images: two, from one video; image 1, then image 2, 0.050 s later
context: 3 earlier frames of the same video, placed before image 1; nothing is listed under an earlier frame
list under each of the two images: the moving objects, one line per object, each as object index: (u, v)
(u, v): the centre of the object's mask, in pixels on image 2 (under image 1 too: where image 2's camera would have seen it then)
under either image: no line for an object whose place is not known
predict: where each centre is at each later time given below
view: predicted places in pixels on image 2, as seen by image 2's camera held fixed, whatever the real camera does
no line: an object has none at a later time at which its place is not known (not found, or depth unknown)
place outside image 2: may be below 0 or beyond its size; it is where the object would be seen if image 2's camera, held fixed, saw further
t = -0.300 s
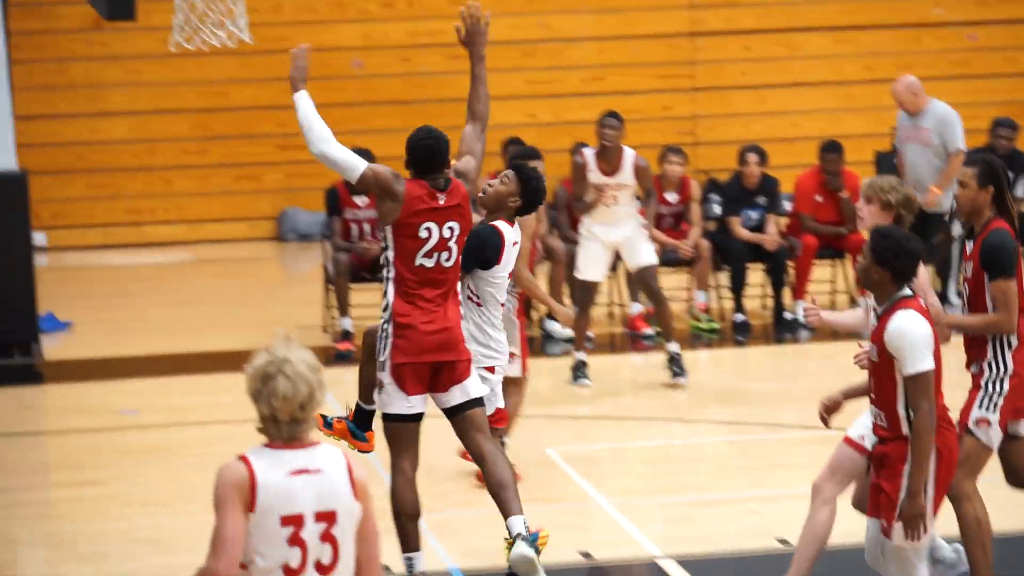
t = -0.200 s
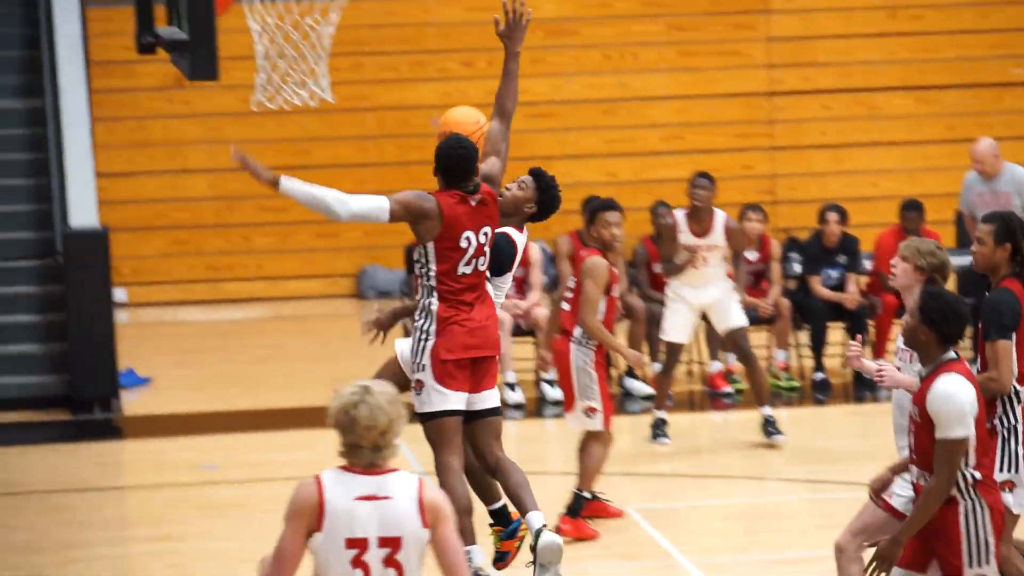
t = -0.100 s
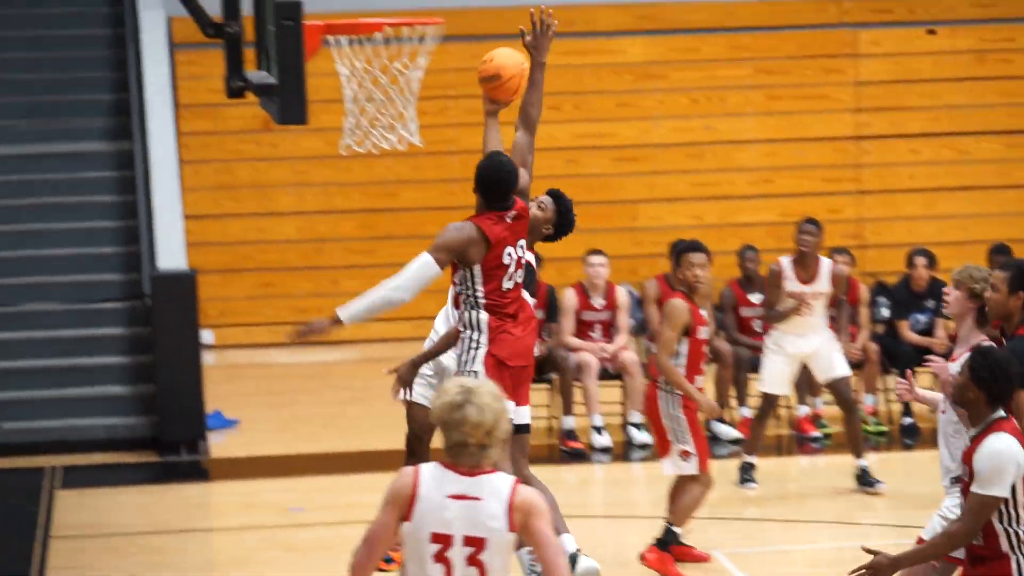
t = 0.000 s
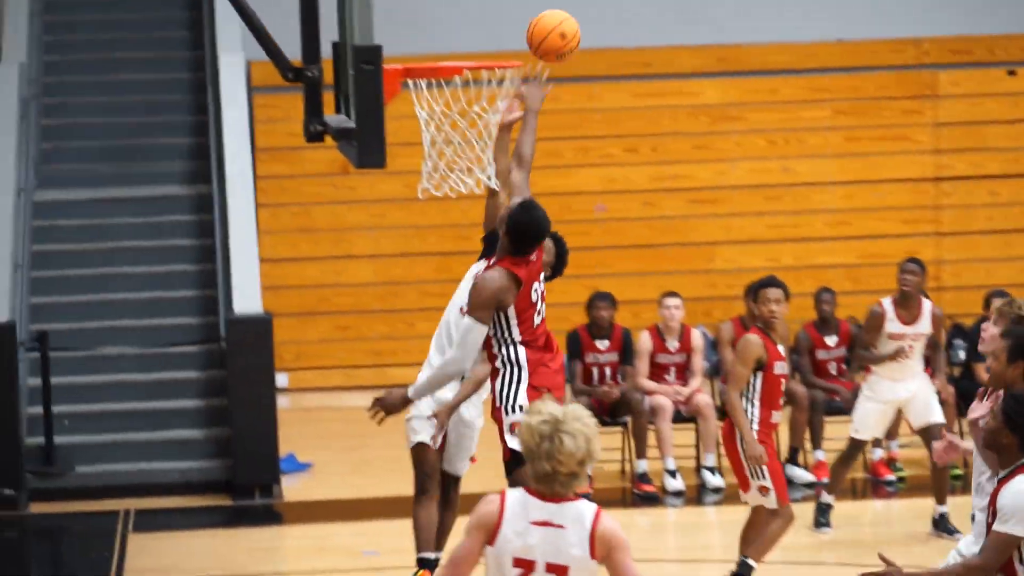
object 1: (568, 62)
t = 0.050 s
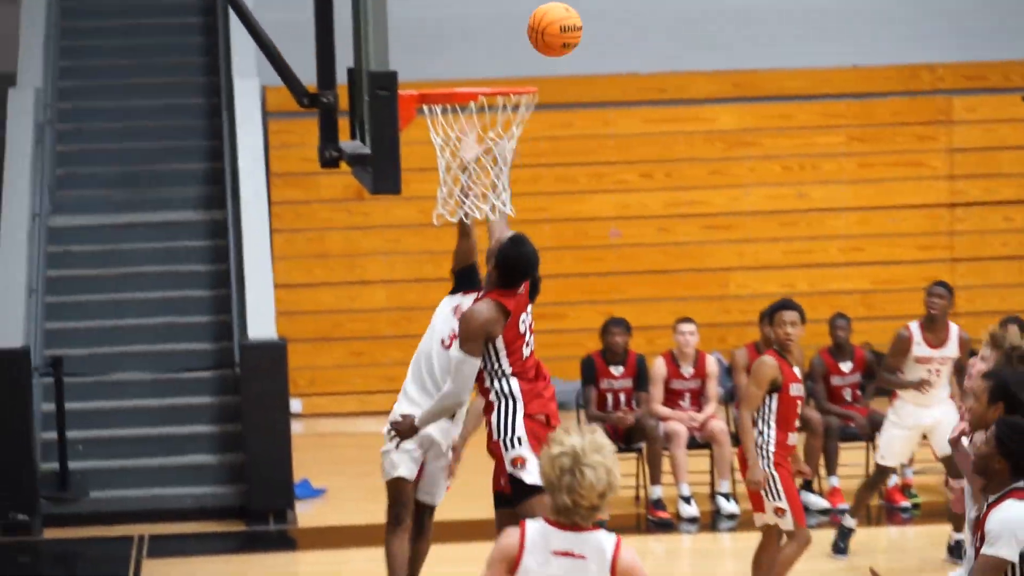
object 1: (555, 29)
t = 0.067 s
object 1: (549, 19)
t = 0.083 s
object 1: (543, 9)
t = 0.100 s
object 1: (538, 0)
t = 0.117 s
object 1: (533, -9)
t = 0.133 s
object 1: (527, -18)
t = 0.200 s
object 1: (510, -40)
